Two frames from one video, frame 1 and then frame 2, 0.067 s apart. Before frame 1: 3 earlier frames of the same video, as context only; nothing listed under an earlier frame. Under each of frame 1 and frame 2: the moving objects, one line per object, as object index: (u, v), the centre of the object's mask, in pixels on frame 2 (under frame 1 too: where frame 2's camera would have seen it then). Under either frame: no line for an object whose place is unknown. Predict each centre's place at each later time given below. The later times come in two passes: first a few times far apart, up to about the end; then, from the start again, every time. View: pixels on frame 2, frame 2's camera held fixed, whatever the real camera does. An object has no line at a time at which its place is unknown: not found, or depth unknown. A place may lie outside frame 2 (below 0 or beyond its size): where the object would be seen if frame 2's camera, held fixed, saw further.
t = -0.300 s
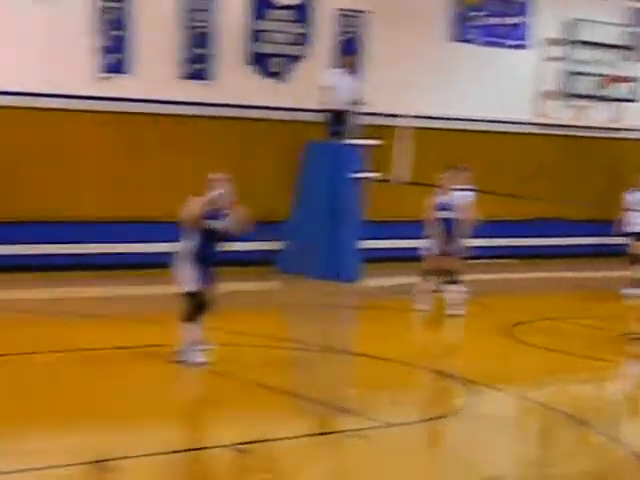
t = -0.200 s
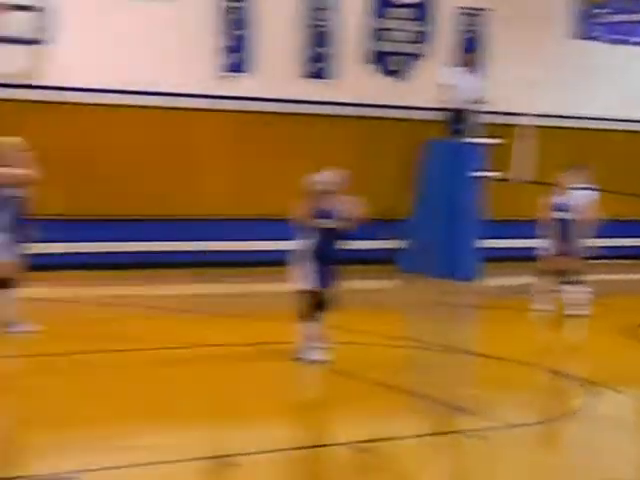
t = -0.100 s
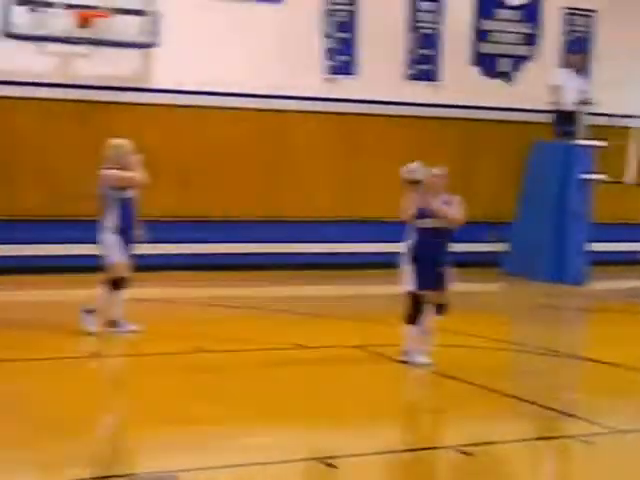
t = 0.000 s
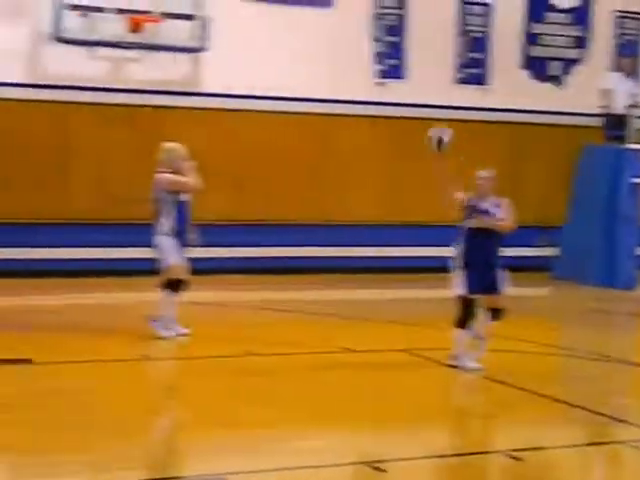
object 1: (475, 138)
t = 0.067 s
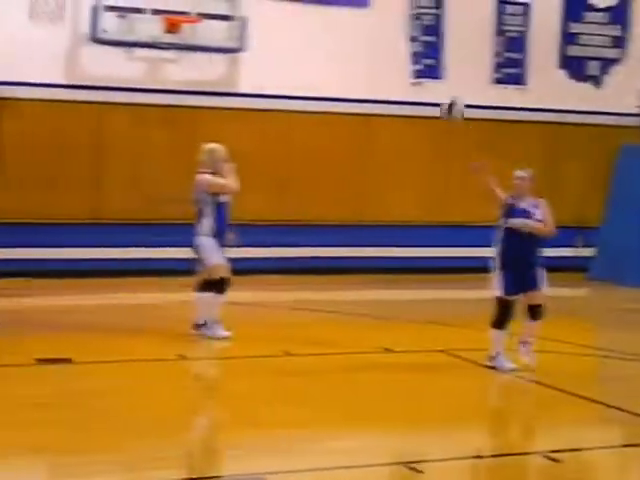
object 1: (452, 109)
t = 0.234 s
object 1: (386, 57)
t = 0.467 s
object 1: (279, 36)
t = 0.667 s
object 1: (170, 81)
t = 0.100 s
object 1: (439, 97)
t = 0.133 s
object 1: (427, 84)
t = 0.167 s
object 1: (415, 74)
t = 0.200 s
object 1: (400, 65)
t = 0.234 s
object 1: (386, 57)
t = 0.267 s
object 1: (372, 49)
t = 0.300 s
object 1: (358, 42)
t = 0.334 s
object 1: (343, 39)
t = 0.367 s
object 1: (327, 36)
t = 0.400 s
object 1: (311, 35)
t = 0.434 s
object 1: (296, 34)
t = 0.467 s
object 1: (279, 36)
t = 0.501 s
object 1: (262, 39)
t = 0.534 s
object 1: (246, 45)
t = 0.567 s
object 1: (228, 51)
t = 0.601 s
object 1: (209, 58)
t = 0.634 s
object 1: (190, 69)
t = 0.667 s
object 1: (170, 81)
